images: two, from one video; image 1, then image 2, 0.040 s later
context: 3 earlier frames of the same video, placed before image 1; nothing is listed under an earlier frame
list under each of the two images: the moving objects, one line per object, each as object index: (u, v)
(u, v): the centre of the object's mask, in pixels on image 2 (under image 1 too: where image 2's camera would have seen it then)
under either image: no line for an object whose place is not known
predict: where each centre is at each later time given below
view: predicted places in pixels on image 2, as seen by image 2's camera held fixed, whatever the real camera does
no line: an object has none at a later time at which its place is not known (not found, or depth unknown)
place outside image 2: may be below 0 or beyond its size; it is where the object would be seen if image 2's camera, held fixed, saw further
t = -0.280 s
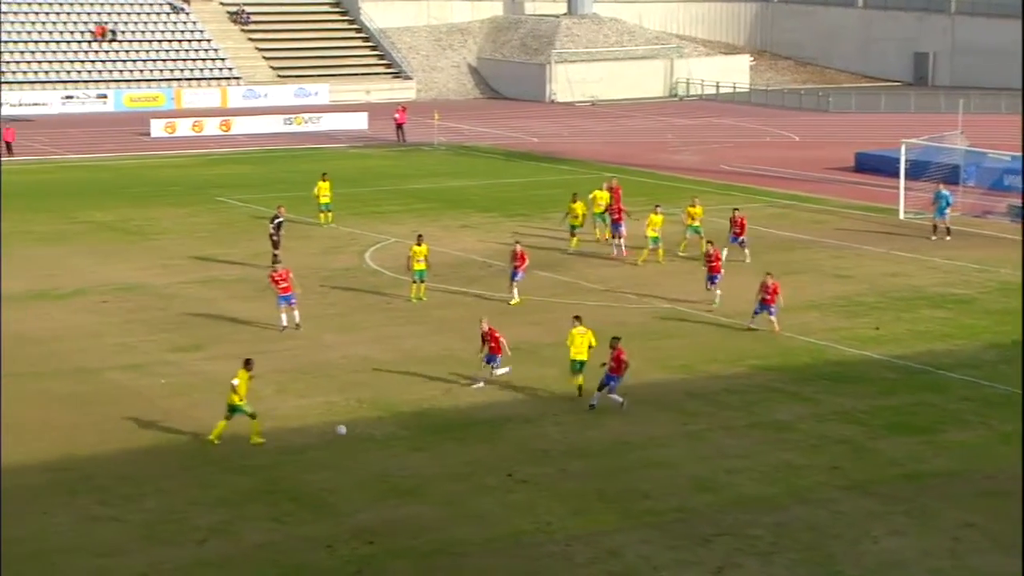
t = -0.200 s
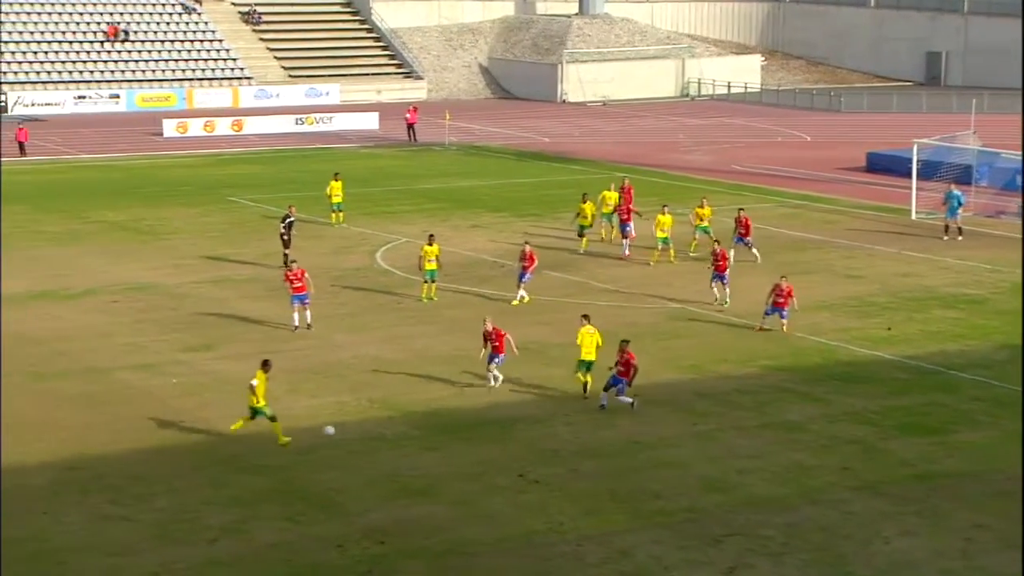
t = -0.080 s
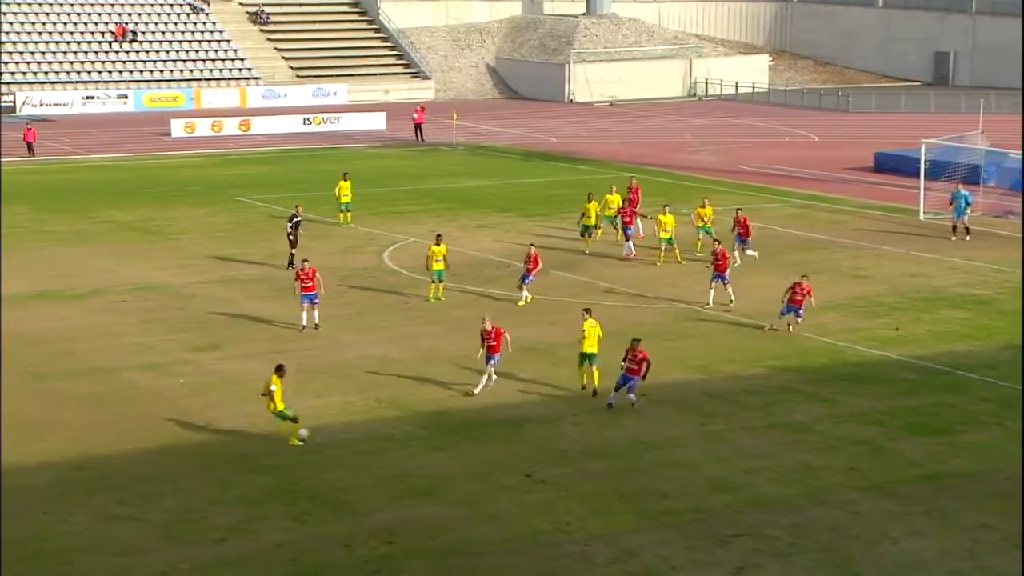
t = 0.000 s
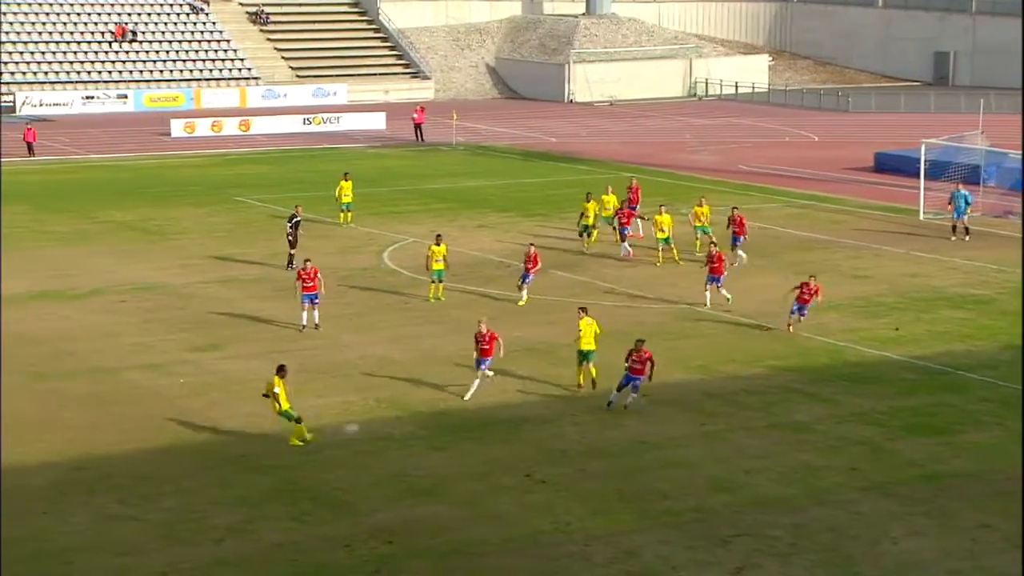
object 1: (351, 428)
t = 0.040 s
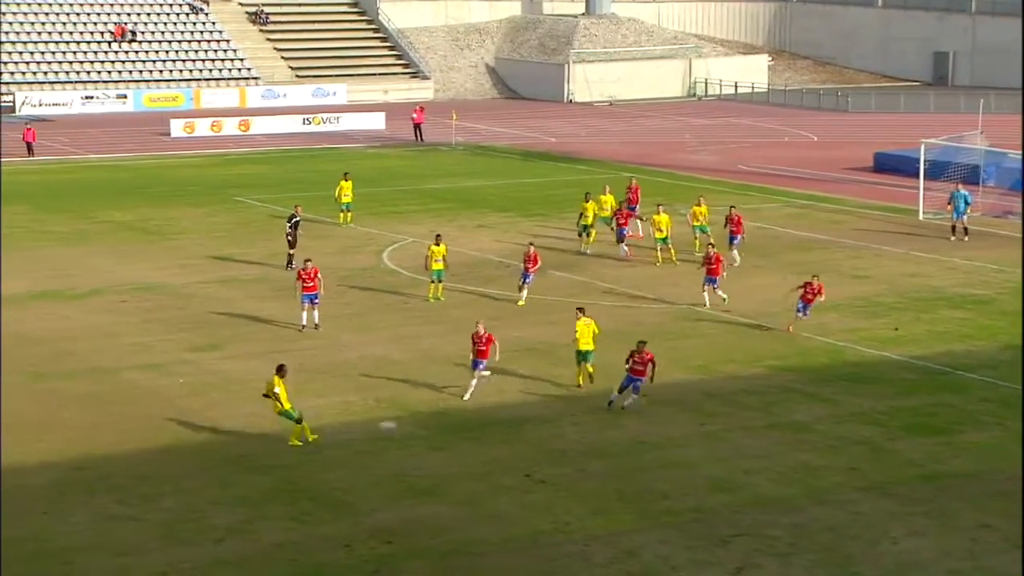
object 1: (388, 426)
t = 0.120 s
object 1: (458, 422)
